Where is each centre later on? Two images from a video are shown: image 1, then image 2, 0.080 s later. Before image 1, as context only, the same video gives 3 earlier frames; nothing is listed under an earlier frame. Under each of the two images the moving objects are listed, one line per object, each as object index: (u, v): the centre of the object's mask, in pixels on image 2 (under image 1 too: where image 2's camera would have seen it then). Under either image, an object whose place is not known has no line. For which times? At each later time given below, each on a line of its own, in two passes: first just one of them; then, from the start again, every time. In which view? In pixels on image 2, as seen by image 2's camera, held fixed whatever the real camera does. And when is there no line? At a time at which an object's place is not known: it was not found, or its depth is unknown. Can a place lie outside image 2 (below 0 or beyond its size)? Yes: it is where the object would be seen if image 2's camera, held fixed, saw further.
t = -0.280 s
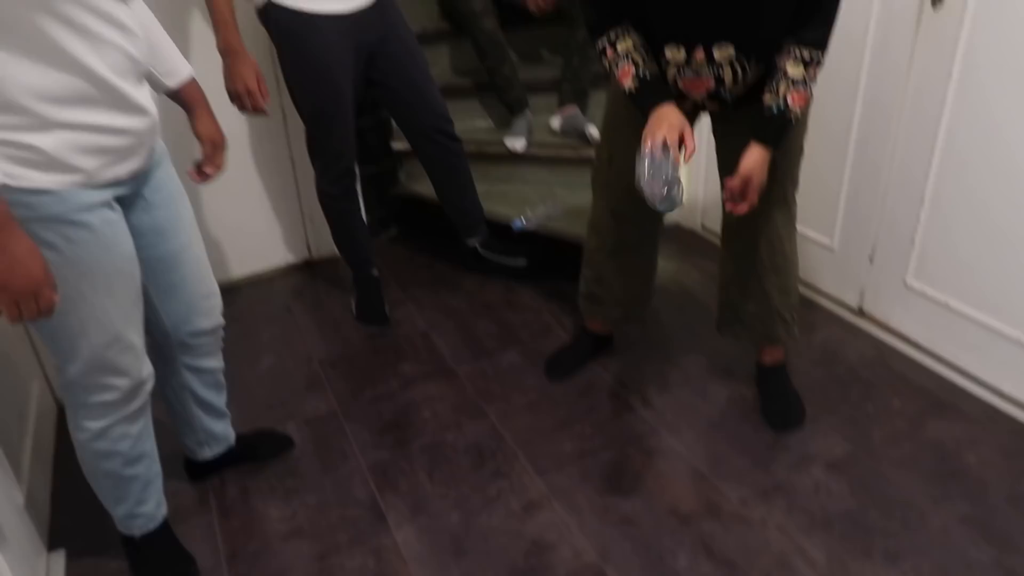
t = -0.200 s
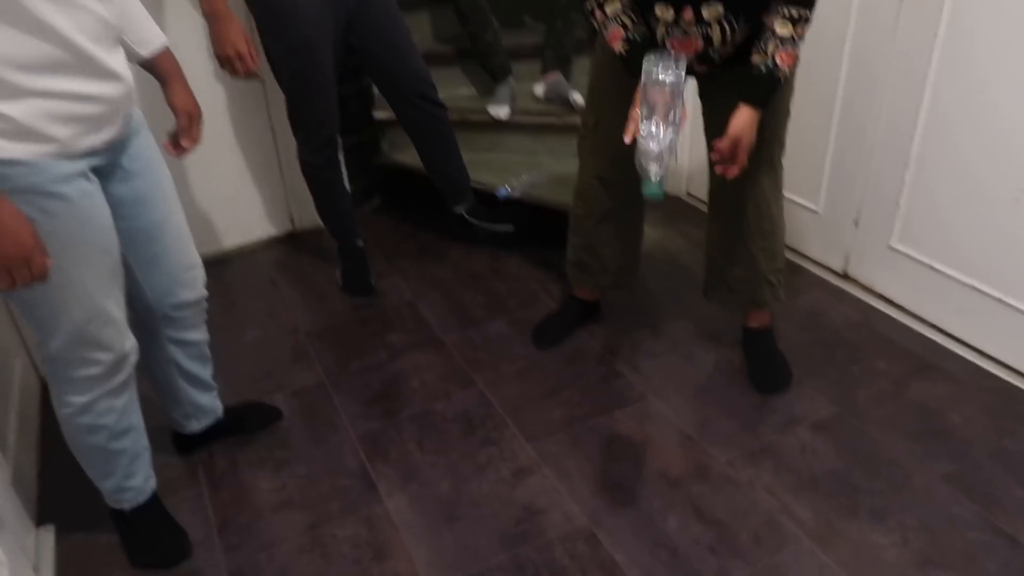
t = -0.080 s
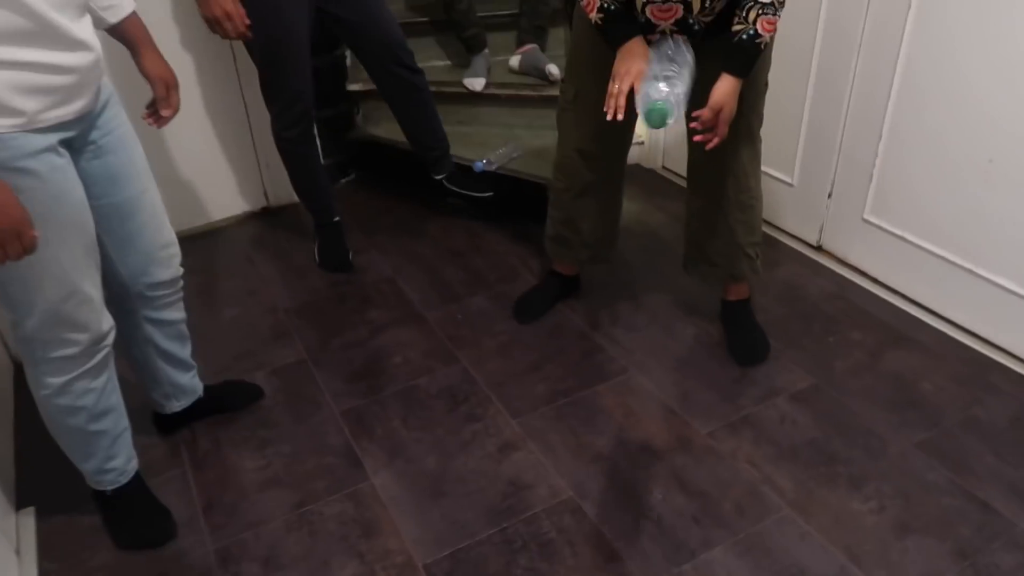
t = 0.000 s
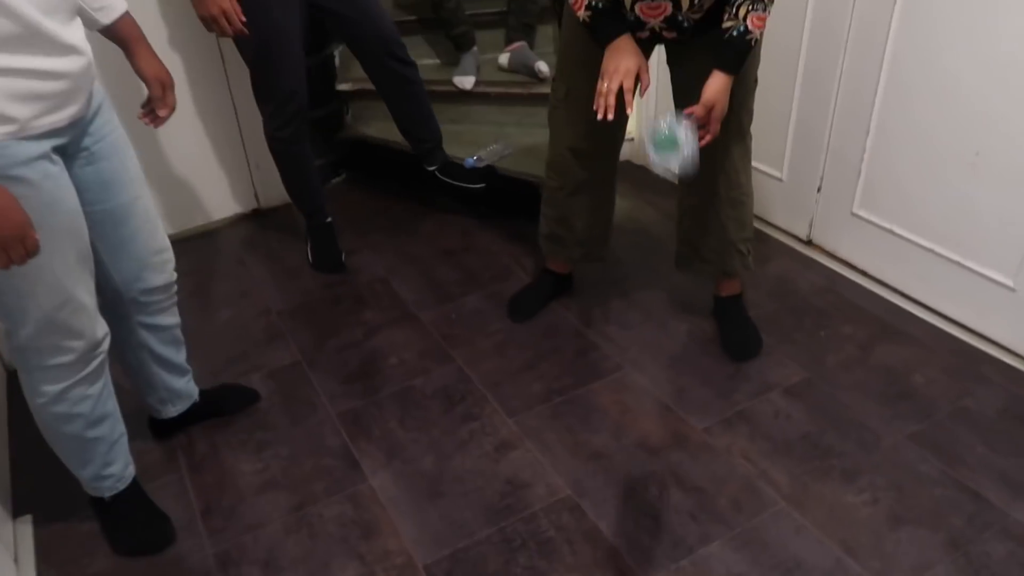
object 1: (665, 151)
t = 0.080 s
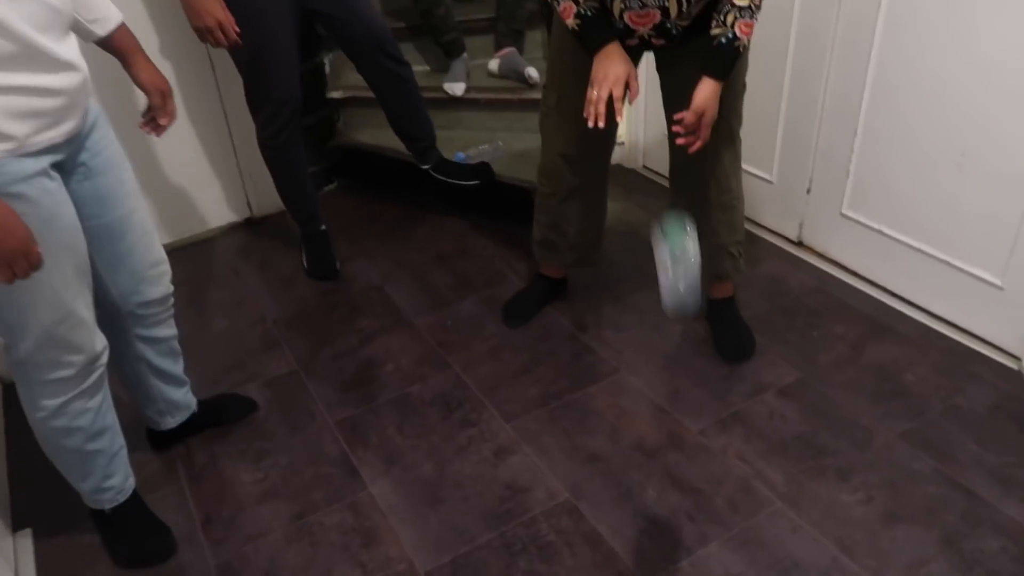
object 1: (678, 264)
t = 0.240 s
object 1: (692, 535)
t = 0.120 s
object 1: (683, 331)
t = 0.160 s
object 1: (687, 408)
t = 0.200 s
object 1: (690, 484)
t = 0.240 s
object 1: (692, 535)
